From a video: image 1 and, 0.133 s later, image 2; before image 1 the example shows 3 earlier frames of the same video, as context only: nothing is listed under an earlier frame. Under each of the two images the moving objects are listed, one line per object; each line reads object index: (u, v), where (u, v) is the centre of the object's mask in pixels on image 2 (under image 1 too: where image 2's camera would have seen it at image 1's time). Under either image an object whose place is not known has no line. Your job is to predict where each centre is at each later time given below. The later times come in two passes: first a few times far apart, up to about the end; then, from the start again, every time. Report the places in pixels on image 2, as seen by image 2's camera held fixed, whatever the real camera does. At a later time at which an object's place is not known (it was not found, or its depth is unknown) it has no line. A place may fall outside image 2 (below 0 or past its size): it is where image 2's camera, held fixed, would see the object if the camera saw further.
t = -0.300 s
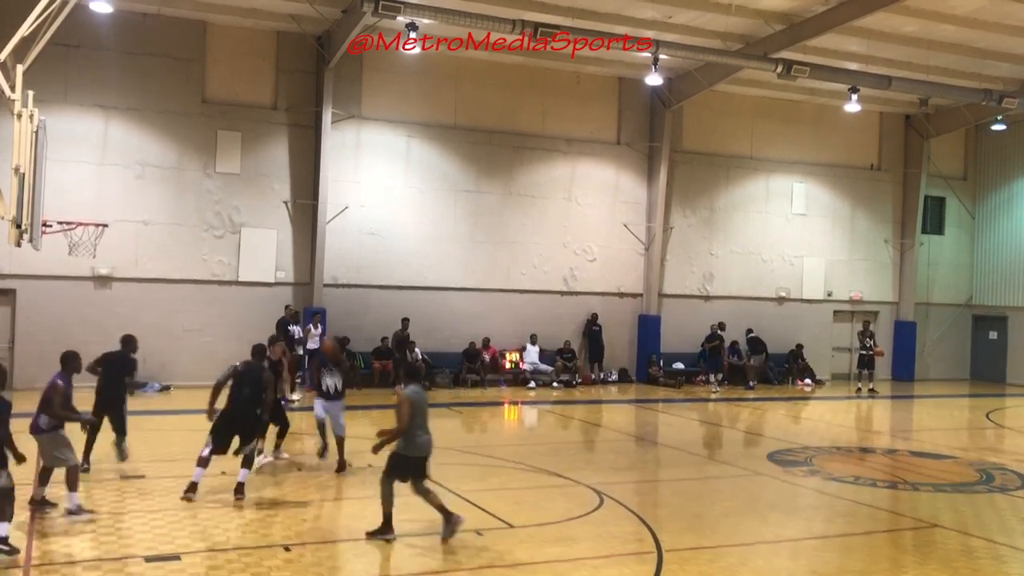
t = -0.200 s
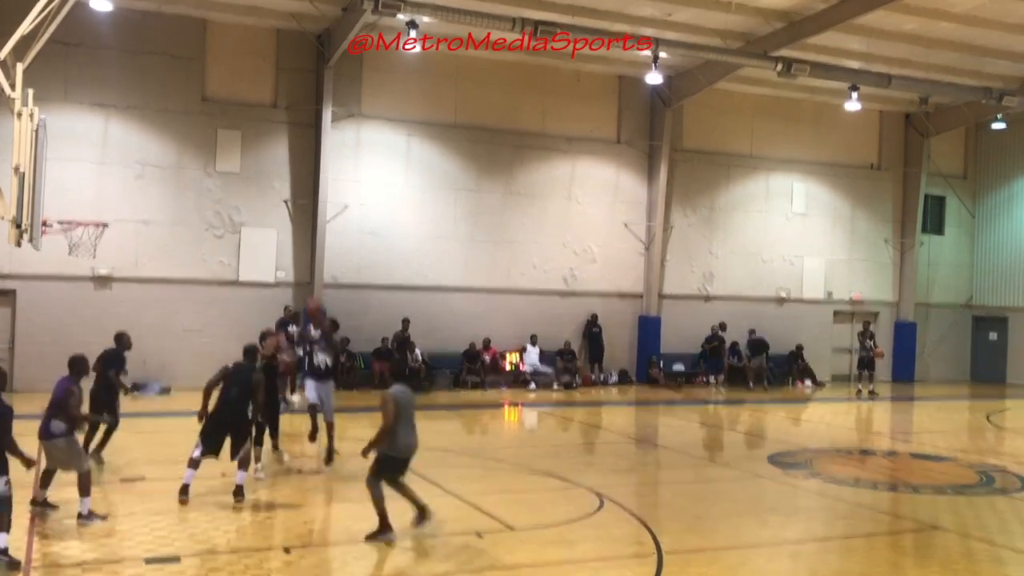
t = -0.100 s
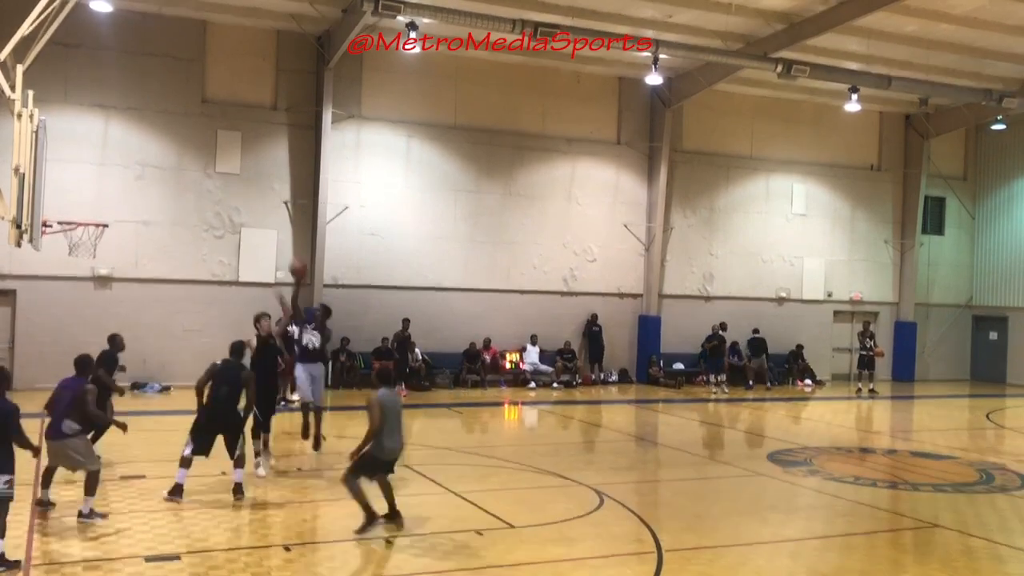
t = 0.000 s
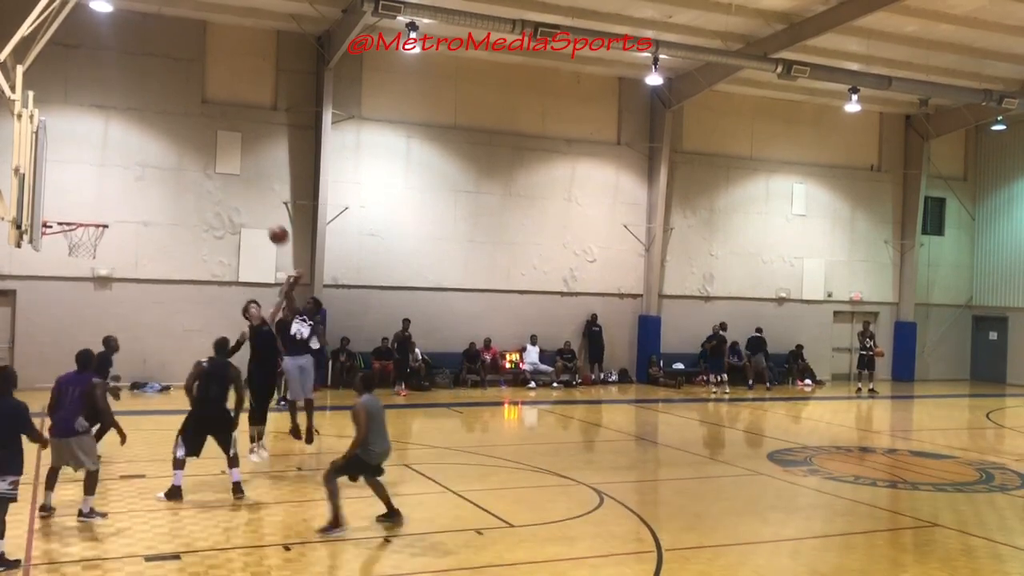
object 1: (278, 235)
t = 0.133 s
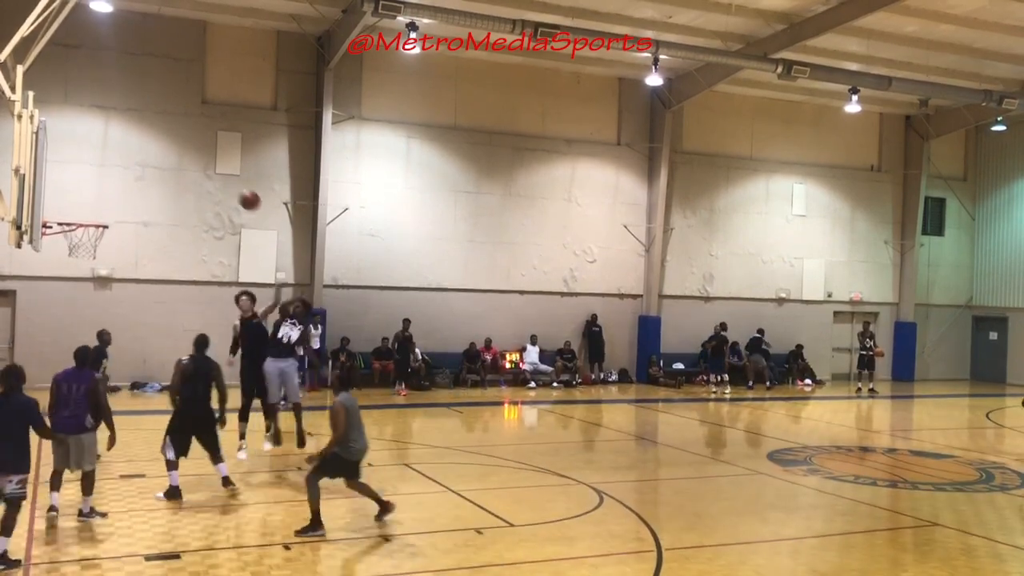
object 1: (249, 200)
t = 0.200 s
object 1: (234, 186)
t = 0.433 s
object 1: (176, 168)
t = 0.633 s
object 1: (121, 190)
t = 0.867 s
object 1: (65, 241)
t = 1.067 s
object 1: (78, 265)
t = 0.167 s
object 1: (242, 193)
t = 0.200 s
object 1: (234, 186)
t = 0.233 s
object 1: (226, 182)
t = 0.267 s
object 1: (217, 176)
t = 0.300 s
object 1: (210, 173)
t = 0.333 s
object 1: (202, 170)
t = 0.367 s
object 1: (194, 168)
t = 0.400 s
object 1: (185, 168)
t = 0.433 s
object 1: (176, 168)
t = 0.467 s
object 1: (168, 170)
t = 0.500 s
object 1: (159, 171)
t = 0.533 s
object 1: (150, 175)
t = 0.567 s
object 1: (140, 179)
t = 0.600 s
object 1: (131, 183)
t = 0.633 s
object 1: (121, 190)
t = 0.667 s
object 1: (112, 197)
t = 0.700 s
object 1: (102, 205)
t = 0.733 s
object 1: (92, 214)
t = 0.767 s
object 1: (82, 224)
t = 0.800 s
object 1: (70, 240)
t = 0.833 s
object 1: (65, 242)
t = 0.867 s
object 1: (65, 241)
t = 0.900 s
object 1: (66, 242)
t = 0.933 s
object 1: (69, 242)
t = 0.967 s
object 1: (71, 249)
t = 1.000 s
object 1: (73, 253)
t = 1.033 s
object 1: (76, 259)
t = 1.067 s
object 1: (78, 265)
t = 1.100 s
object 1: (81, 271)
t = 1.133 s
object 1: (83, 280)
